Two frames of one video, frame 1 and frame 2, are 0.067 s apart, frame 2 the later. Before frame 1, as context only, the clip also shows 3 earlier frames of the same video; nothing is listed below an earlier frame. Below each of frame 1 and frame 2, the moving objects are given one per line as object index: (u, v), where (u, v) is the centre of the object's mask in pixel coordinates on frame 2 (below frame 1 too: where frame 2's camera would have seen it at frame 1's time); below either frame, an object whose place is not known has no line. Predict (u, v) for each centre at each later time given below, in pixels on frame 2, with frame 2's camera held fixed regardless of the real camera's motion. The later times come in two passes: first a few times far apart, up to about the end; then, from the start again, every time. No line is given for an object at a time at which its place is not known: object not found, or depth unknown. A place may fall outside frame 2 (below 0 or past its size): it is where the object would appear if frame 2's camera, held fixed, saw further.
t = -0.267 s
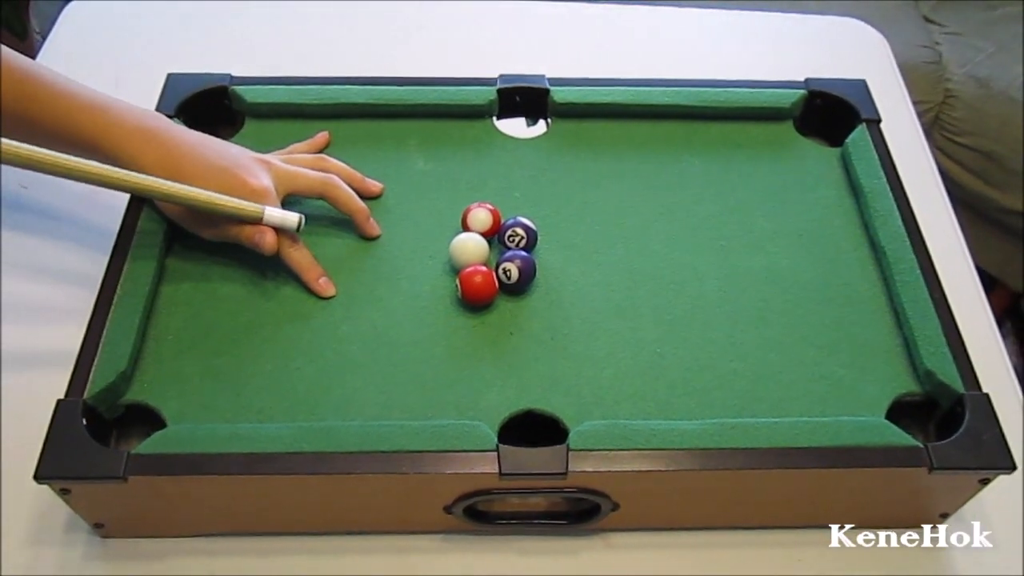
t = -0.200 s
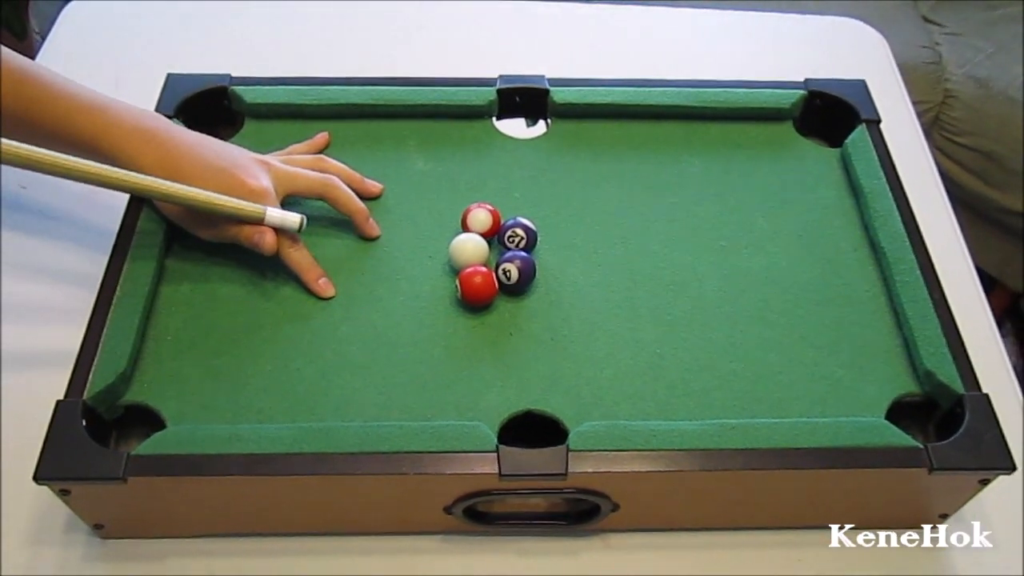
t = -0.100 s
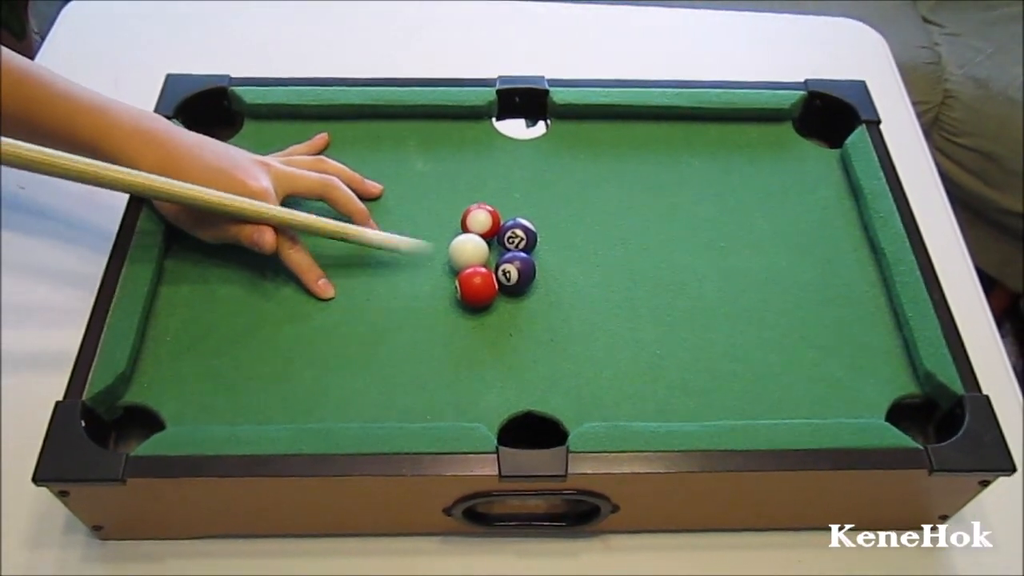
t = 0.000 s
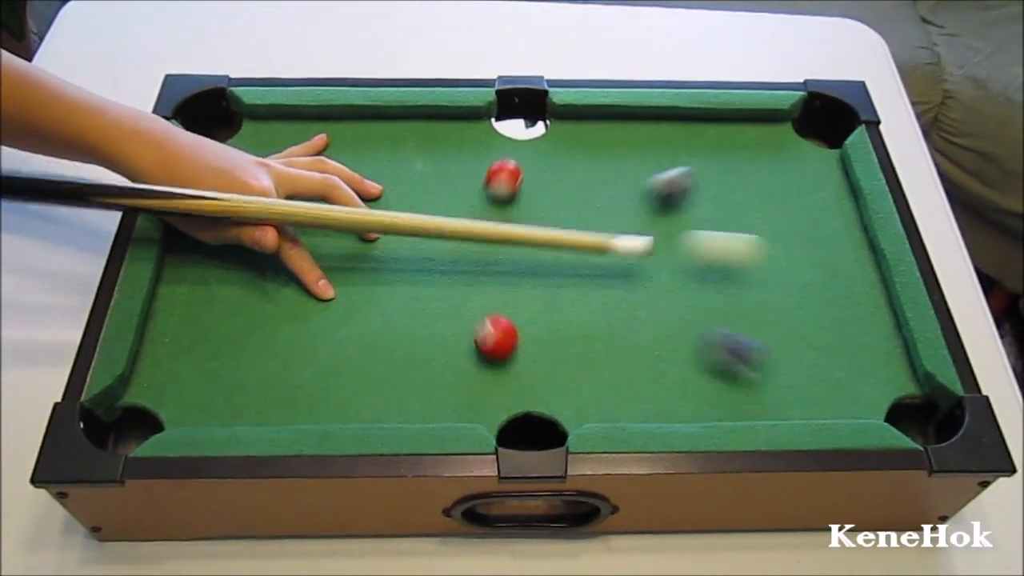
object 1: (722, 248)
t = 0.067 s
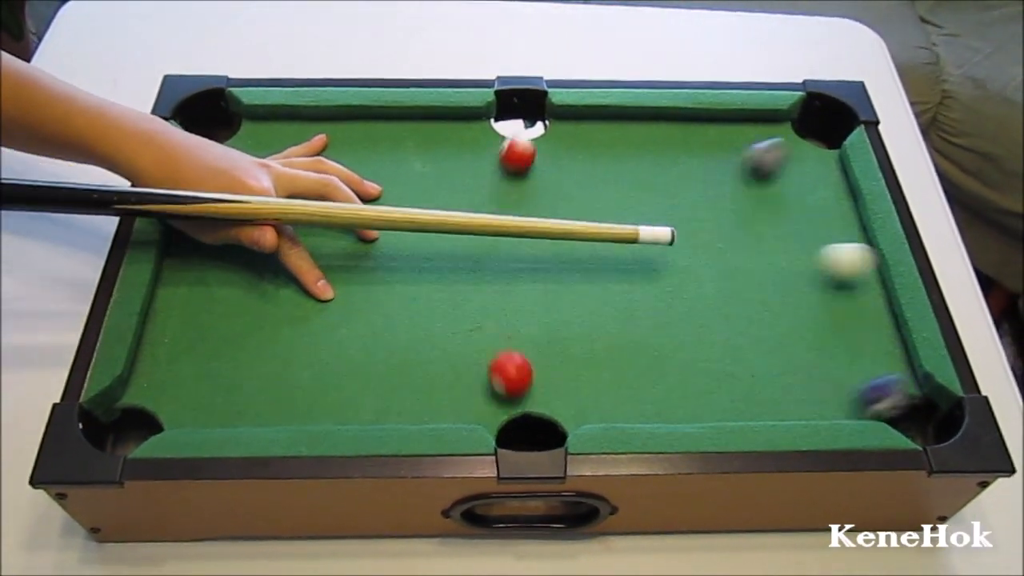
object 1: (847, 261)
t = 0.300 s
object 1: (590, 271)
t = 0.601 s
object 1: (301, 278)
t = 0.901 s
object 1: (237, 282)
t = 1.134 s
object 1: (309, 281)
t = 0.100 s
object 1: (797, 265)
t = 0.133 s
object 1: (756, 266)
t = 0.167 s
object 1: (721, 267)
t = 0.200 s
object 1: (687, 268)
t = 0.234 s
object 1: (654, 269)
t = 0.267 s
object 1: (622, 270)
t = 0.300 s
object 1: (590, 271)
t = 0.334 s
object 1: (556, 272)
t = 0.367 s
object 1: (524, 273)
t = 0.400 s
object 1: (492, 273)
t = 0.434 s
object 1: (459, 275)
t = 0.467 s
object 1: (427, 275)
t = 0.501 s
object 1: (395, 275)
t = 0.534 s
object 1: (364, 276)
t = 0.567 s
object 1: (332, 277)
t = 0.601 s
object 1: (301, 278)
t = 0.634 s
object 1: (269, 279)
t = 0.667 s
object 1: (239, 279)
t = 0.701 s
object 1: (209, 280)
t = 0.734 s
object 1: (178, 282)
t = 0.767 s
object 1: (184, 281)
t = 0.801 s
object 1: (200, 282)
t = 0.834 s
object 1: (213, 282)
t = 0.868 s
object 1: (225, 282)
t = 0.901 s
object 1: (237, 282)
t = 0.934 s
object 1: (249, 281)
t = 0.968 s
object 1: (260, 281)
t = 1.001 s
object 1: (270, 281)
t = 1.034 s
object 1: (281, 281)
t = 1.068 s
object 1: (290, 281)
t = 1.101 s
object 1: (300, 281)
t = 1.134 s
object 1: (309, 281)
